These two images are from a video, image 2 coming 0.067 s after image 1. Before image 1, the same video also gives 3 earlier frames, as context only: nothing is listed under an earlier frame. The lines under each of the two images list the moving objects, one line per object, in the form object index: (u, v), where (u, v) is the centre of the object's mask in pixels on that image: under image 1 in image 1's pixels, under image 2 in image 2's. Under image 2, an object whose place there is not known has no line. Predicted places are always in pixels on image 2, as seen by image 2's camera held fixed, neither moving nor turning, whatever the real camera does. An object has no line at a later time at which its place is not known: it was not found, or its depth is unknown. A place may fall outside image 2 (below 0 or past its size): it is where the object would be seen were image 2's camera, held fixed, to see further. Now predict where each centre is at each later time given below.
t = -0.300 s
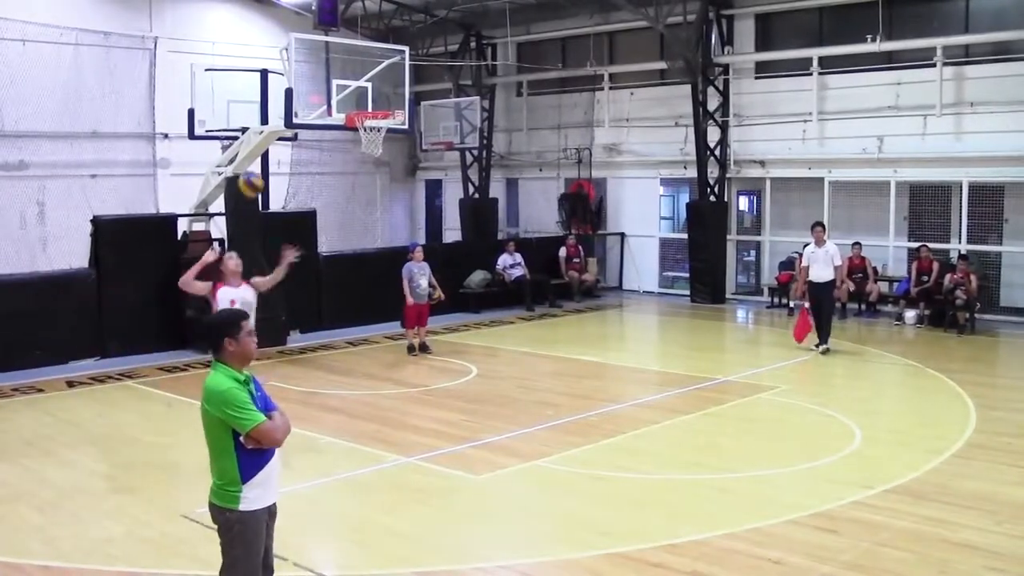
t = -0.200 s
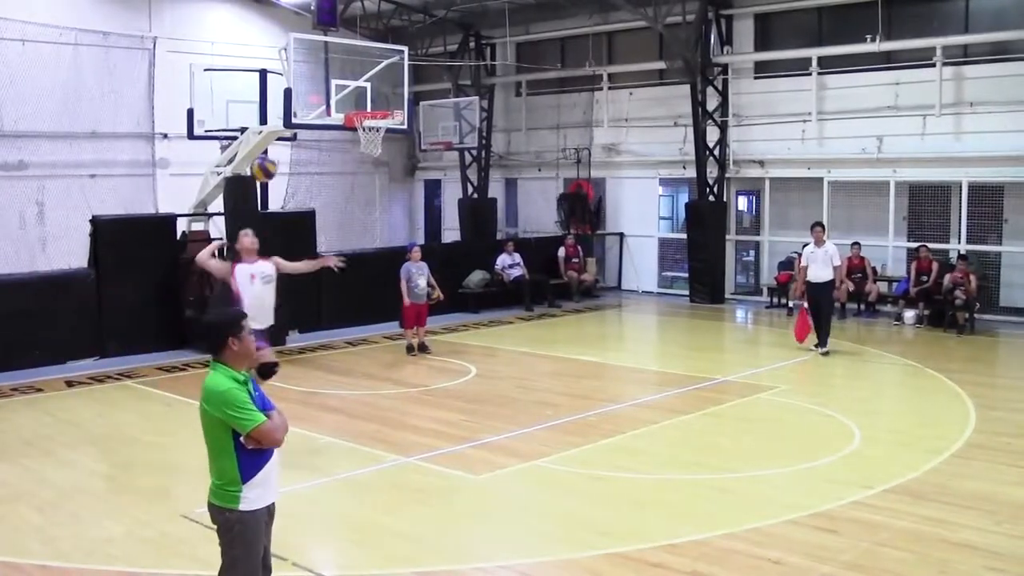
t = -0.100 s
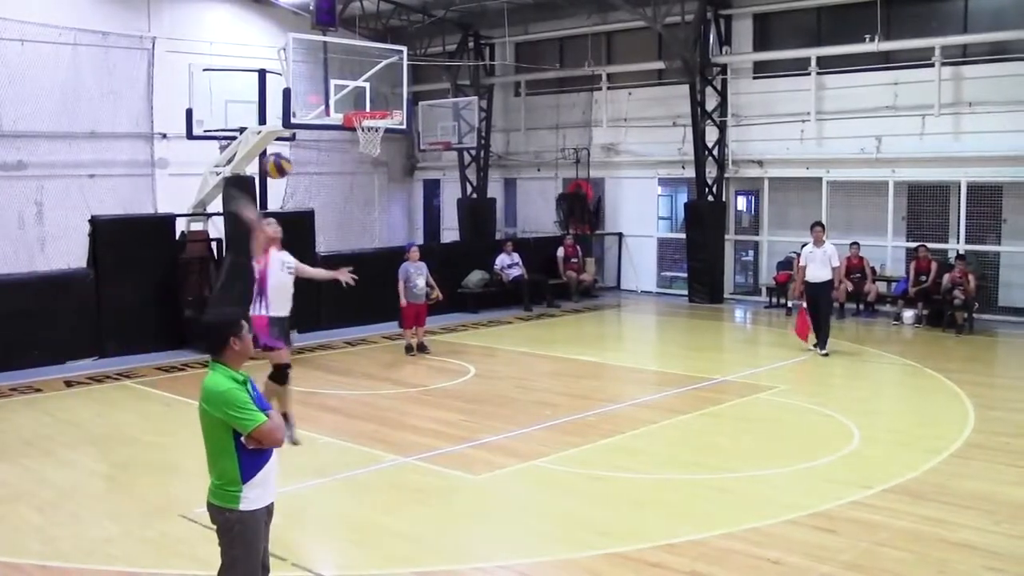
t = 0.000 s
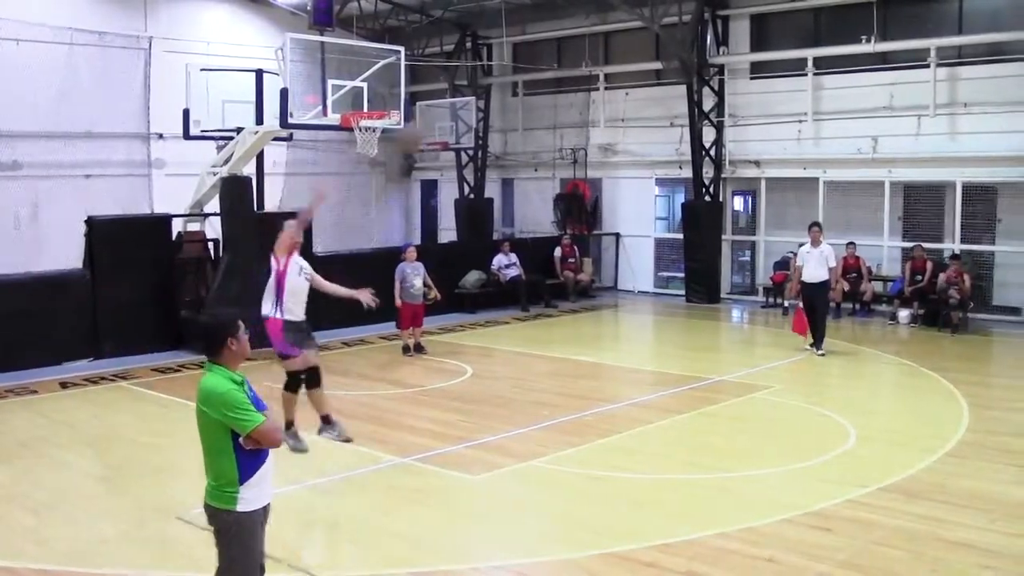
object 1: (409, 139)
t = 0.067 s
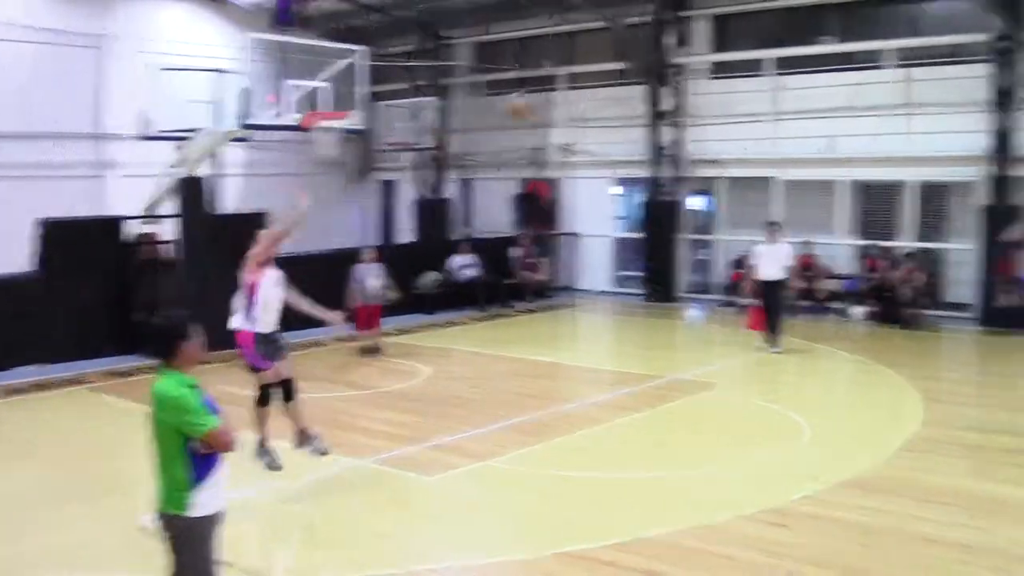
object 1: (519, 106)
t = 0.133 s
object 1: (676, 84)
